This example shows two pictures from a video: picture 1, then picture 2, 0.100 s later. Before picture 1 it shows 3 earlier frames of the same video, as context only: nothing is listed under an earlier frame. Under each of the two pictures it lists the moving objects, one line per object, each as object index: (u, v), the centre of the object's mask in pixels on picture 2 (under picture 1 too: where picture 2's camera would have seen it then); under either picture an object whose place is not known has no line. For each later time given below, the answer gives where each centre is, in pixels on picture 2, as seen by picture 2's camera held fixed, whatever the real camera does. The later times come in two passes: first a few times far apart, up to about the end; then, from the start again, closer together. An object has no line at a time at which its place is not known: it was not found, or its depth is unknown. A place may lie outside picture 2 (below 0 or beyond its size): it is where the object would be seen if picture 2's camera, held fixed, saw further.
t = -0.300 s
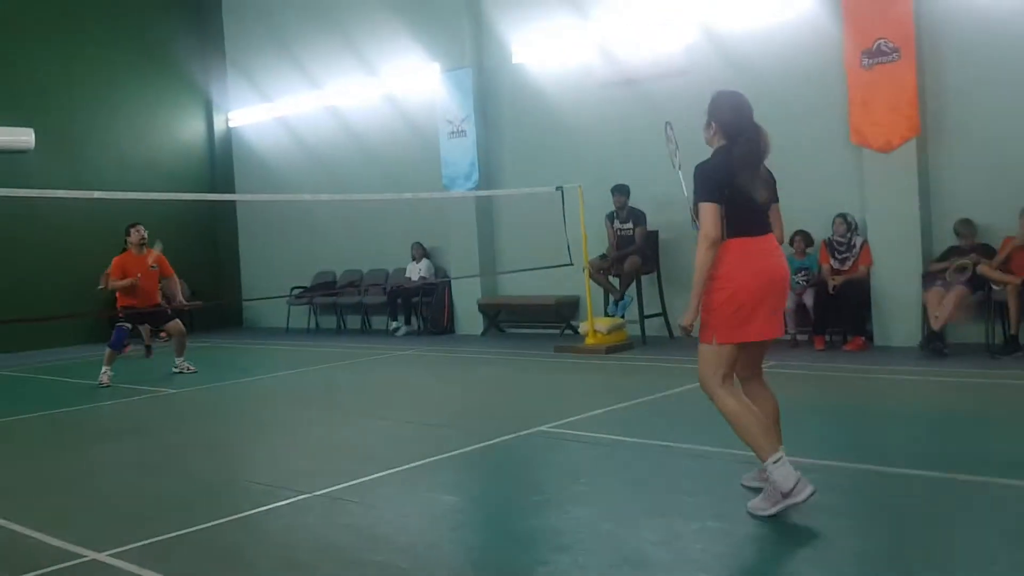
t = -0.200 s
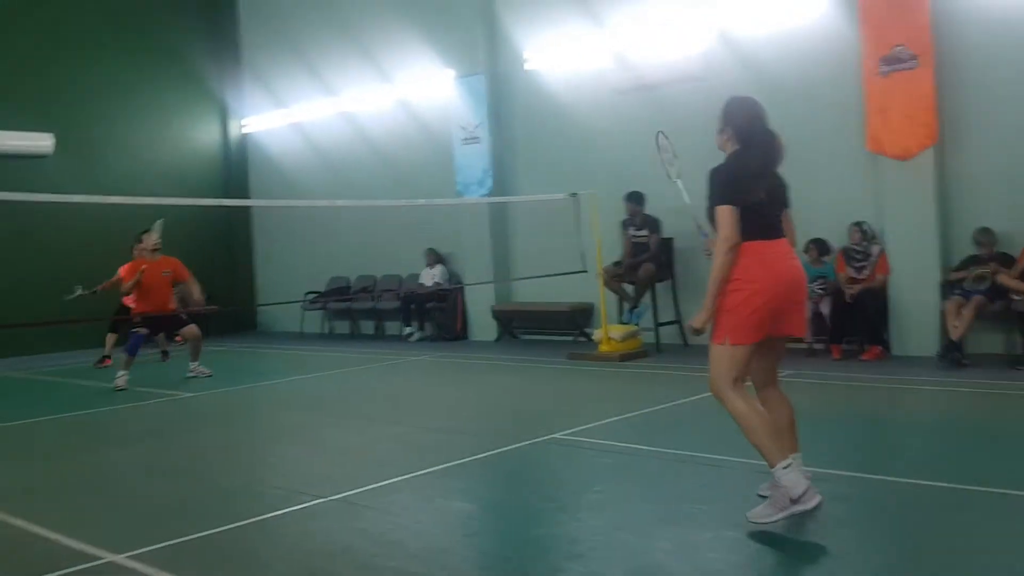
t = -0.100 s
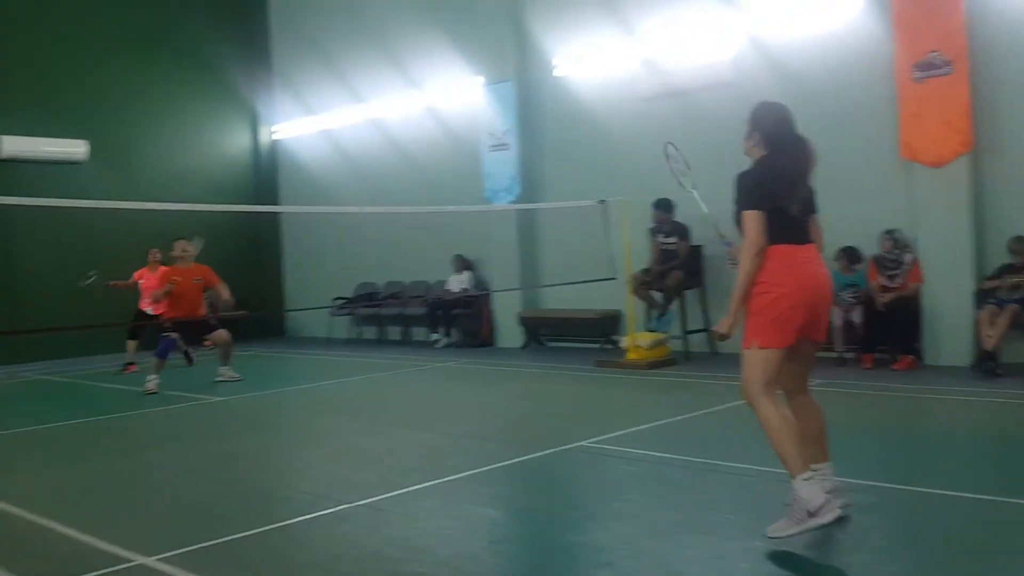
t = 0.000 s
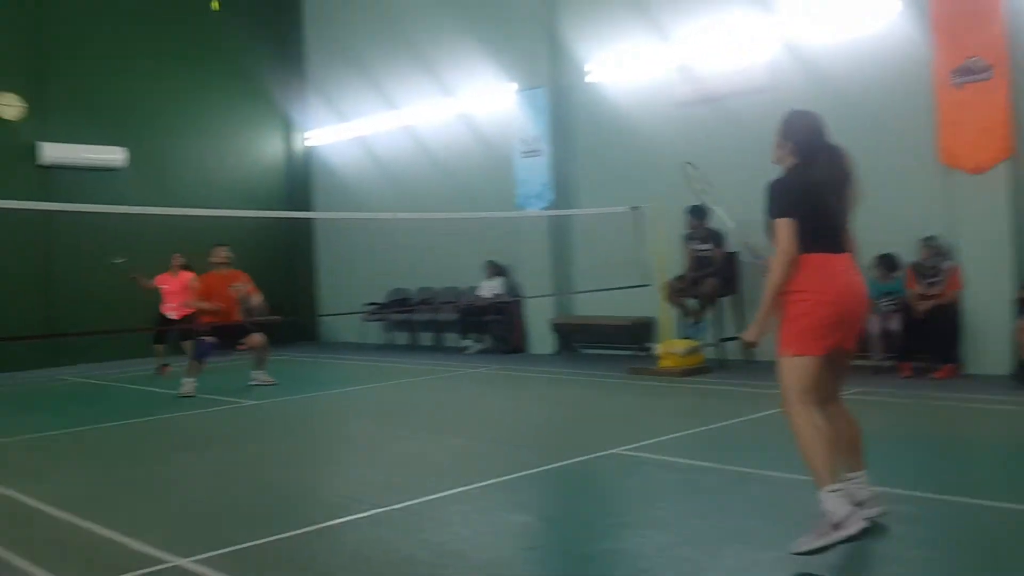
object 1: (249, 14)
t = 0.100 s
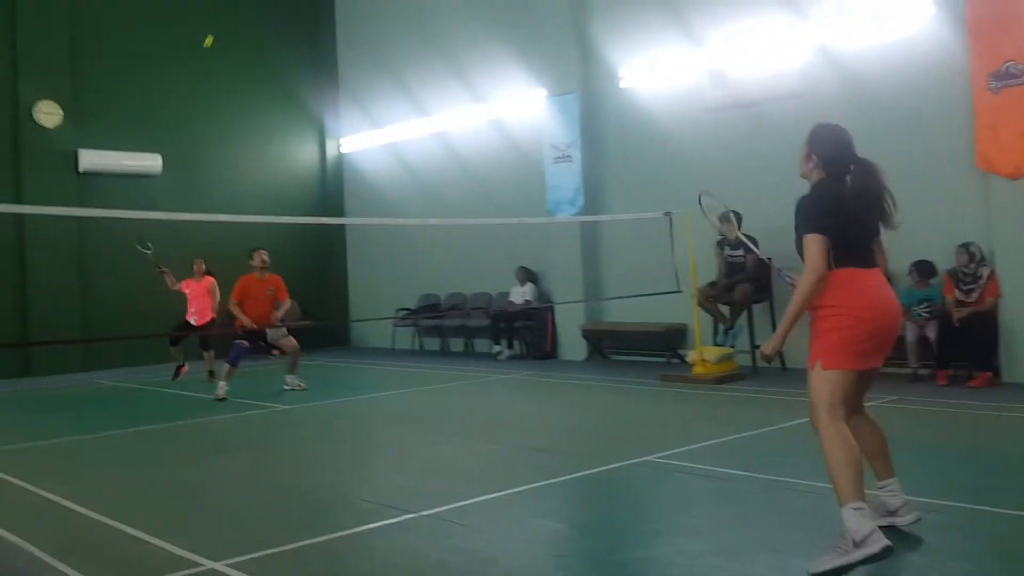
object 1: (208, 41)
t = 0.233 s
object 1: (167, 81)
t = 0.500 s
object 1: (111, 181)
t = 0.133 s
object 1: (197, 50)
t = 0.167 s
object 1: (186, 60)
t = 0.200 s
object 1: (176, 71)
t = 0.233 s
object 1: (167, 81)
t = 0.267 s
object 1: (158, 93)
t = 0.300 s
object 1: (150, 104)
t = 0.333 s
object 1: (142, 116)
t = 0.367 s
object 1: (135, 129)
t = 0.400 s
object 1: (129, 141)
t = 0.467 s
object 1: (115, 170)
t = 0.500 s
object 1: (111, 181)
